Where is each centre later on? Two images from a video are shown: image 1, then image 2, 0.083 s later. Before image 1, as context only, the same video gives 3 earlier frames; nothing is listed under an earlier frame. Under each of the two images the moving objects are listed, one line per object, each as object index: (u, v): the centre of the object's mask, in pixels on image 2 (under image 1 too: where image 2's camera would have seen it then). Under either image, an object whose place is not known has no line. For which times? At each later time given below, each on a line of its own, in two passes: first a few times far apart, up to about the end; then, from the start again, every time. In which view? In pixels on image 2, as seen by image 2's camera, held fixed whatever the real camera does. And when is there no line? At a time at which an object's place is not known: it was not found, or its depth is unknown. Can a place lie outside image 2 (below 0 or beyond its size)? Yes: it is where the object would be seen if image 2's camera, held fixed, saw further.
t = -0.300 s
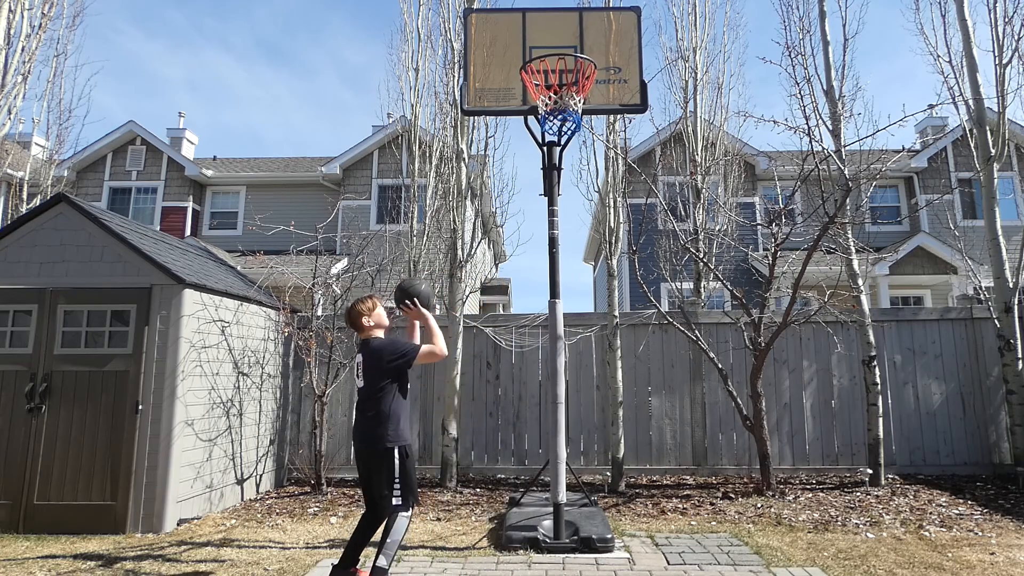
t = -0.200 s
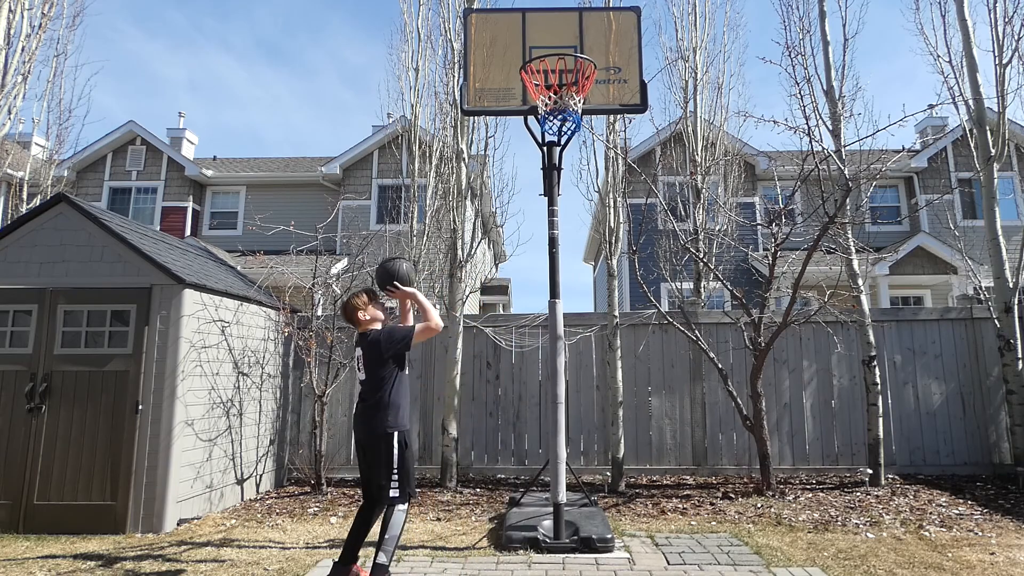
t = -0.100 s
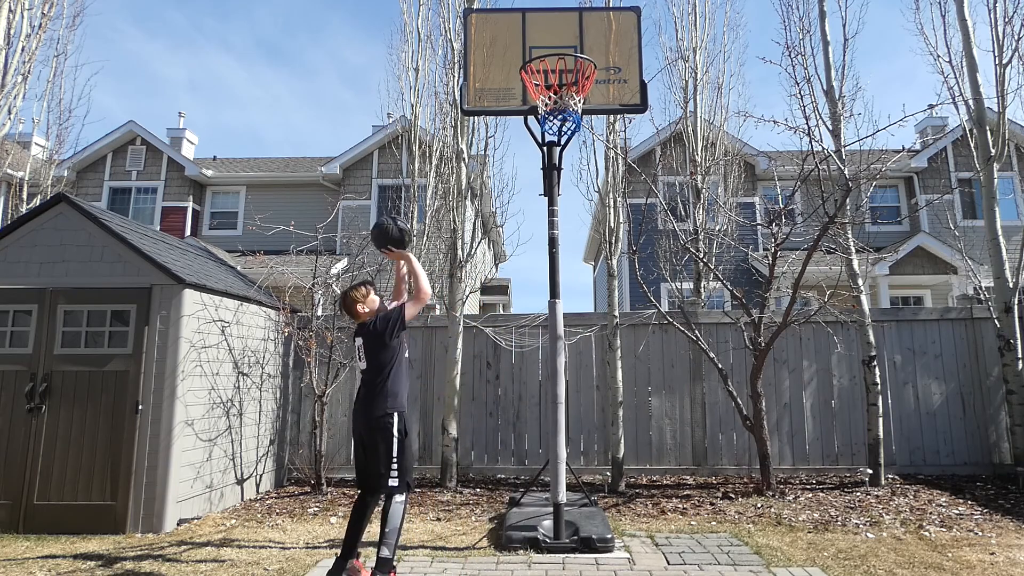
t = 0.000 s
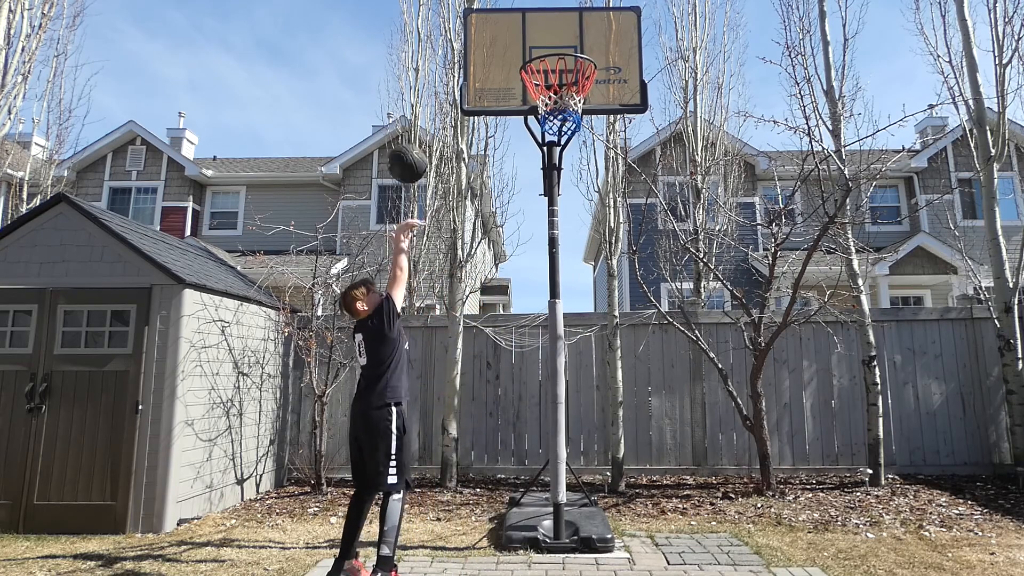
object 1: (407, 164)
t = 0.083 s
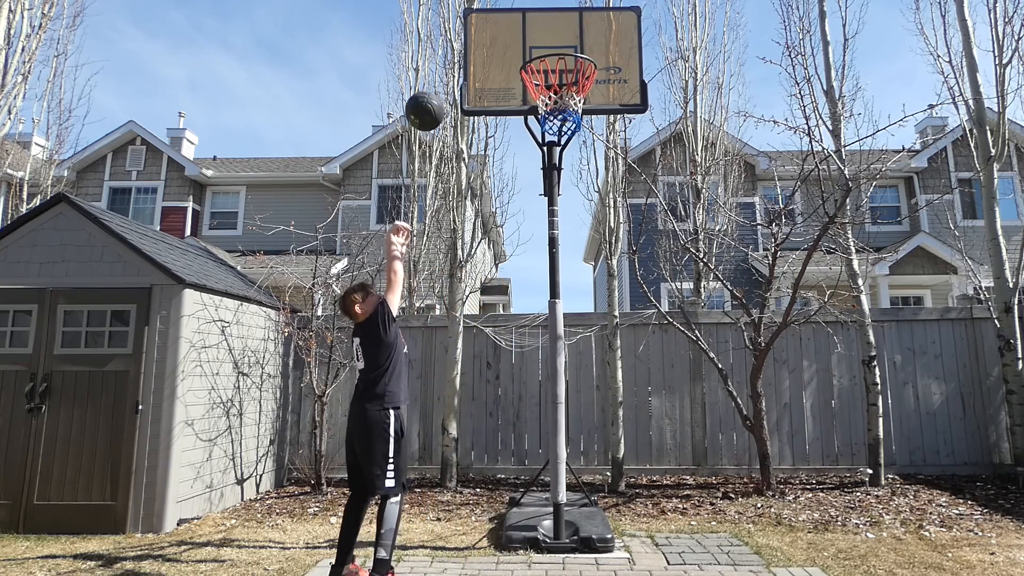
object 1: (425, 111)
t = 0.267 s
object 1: (460, 35)
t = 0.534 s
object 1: (510, 15)
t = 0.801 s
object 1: (561, 80)
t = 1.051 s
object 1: (567, 142)
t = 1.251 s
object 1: (559, 234)
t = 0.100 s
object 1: (428, 102)
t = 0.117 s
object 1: (431, 94)
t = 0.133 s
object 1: (435, 85)
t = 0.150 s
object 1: (438, 78)
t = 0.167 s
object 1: (441, 70)
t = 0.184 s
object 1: (444, 63)
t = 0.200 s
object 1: (448, 57)
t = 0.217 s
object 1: (451, 51)
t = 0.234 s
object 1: (454, 45)
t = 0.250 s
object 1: (457, 40)
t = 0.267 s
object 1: (460, 35)
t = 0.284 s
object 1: (464, 30)
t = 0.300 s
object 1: (467, 26)
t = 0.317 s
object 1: (470, 23)
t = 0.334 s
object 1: (473, 19)
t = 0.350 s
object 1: (476, 18)
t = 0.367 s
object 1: (479, 16)
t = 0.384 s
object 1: (482, 15)
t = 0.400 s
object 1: (485, 14)
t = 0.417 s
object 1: (488, 14)
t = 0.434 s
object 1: (492, 13)
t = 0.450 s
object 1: (495, 13)
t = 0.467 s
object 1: (498, 13)
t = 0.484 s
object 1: (501, 13)
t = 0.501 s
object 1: (504, 14)
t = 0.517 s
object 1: (507, 14)
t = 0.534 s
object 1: (510, 15)
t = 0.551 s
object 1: (513, 16)
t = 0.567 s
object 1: (517, 17)
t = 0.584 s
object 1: (519, 19)
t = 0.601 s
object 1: (522, 22)
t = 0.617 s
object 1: (526, 25)
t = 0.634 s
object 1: (529, 29)
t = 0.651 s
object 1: (532, 33)
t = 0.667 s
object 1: (535, 38)
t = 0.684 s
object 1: (538, 43)
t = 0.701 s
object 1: (541, 47)
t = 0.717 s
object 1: (542, 49)
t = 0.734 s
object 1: (546, 52)
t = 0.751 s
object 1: (551, 67)
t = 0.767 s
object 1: (555, 72)
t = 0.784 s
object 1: (558, 76)
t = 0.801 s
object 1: (561, 80)
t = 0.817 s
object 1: (562, 81)
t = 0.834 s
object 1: (564, 86)
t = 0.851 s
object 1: (569, 85)
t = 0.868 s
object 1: (568, 113)
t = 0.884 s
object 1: (571, 119)
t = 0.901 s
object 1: (573, 120)
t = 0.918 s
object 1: (572, 120)
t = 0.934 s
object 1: (573, 121)
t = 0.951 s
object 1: (571, 123)
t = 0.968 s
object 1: (571, 124)
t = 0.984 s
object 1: (570, 126)
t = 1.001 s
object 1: (569, 130)
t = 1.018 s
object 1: (569, 132)
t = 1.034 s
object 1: (568, 137)
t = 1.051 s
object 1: (567, 142)
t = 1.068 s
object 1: (566, 148)
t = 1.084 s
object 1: (565, 153)
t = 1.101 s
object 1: (565, 160)
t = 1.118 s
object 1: (564, 166)
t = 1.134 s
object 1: (564, 173)
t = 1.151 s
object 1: (562, 181)
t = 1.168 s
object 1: (562, 188)
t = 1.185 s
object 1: (562, 197)
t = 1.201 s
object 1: (561, 206)
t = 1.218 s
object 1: (560, 215)
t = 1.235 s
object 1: (560, 224)
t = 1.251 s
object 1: (559, 234)
